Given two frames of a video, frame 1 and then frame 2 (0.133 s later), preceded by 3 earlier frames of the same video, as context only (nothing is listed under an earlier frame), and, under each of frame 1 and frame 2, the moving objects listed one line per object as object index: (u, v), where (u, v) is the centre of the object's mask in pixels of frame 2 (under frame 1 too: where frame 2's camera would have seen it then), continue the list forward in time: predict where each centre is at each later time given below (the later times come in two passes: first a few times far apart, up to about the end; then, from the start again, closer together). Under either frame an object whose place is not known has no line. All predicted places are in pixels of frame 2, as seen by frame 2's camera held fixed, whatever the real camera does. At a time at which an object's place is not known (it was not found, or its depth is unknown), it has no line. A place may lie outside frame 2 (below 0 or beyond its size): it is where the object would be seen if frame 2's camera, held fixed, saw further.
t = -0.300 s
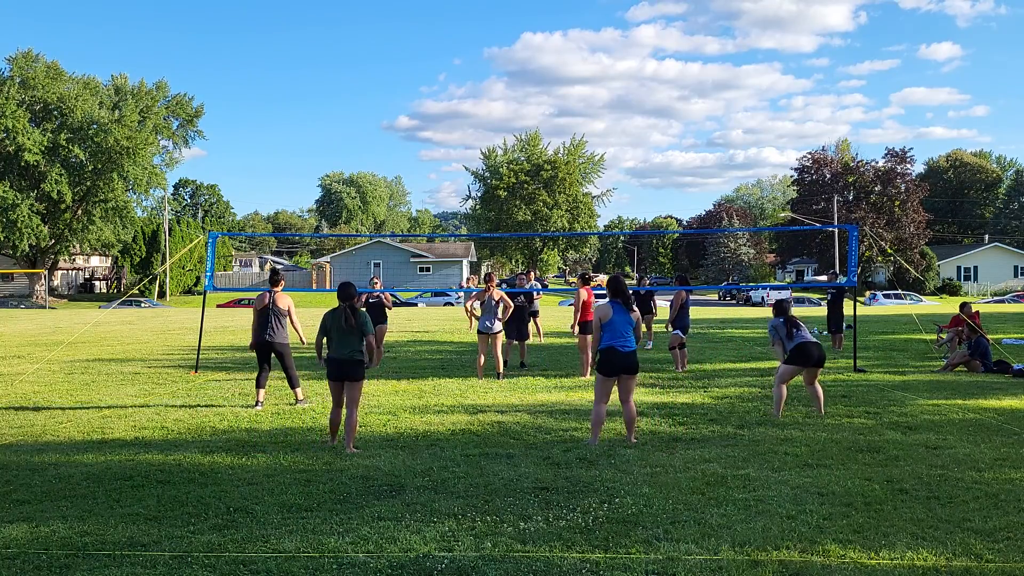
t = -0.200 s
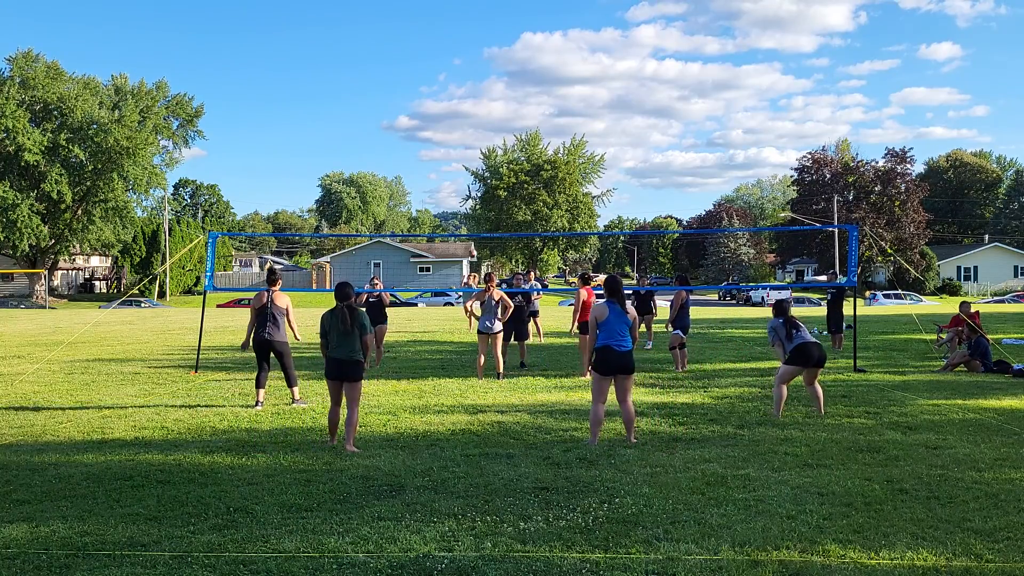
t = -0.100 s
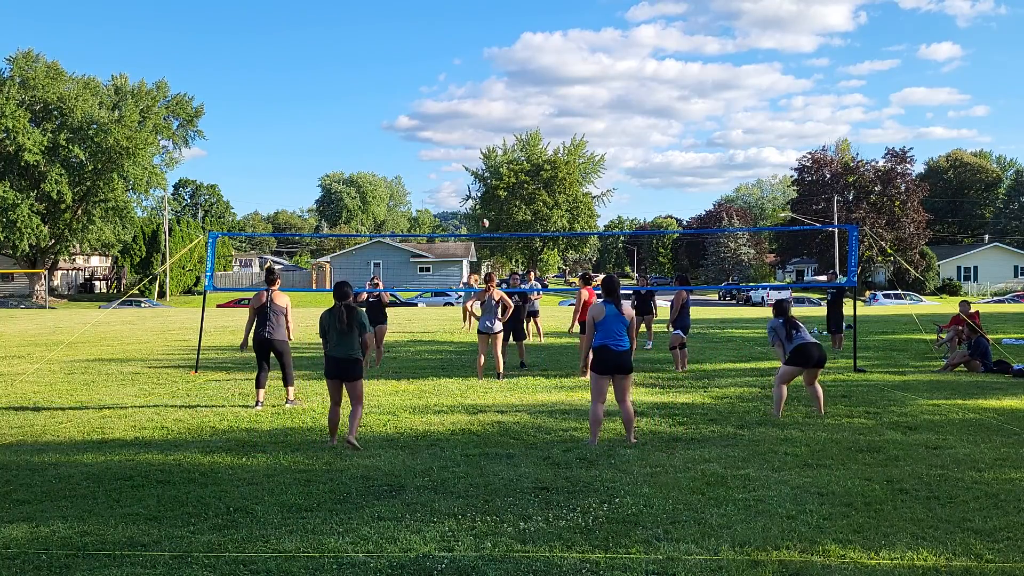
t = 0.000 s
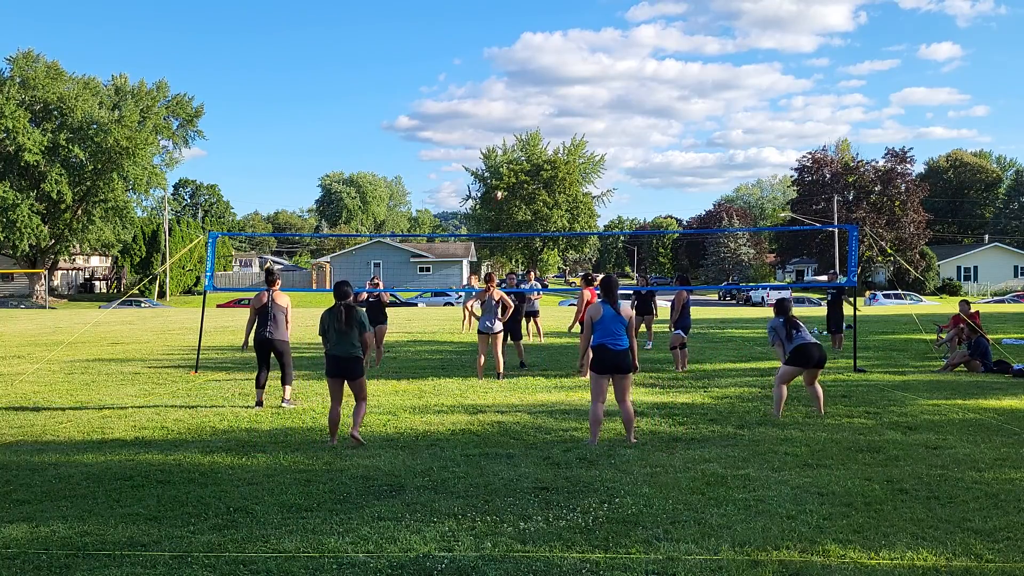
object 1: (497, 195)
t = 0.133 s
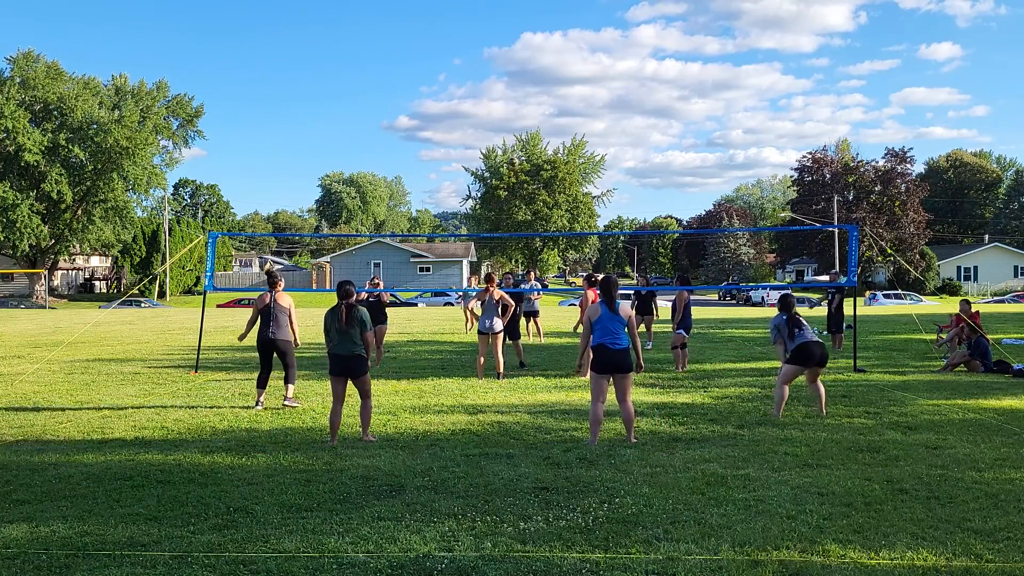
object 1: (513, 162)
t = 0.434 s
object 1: (558, 108)
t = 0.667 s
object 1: (602, 89)
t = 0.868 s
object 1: (646, 94)
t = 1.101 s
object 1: (710, 136)
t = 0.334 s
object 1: (542, 122)
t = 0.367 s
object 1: (547, 117)
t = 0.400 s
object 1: (552, 112)
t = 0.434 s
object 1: (558, 108)
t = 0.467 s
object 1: (564, 104)
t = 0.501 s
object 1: (570, 100)
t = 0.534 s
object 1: (575, 97)
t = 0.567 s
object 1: (582, 94)
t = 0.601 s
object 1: (588, 92)
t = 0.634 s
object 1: (595, 90)
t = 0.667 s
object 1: (602, 89)
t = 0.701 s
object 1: (609, 88)
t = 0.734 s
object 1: (616, 88)
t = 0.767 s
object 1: (623, 89)
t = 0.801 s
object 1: (631, 90)
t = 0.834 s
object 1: (639, 92)
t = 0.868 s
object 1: (646, 94)
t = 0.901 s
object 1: (655, 98)
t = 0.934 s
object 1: (663, 102)
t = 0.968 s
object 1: (672, 108)
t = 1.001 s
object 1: (681, 113)
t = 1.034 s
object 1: (690, 120)
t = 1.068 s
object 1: (700, 127)
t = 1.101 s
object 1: (710, 136)
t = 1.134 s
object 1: (720, 145)
